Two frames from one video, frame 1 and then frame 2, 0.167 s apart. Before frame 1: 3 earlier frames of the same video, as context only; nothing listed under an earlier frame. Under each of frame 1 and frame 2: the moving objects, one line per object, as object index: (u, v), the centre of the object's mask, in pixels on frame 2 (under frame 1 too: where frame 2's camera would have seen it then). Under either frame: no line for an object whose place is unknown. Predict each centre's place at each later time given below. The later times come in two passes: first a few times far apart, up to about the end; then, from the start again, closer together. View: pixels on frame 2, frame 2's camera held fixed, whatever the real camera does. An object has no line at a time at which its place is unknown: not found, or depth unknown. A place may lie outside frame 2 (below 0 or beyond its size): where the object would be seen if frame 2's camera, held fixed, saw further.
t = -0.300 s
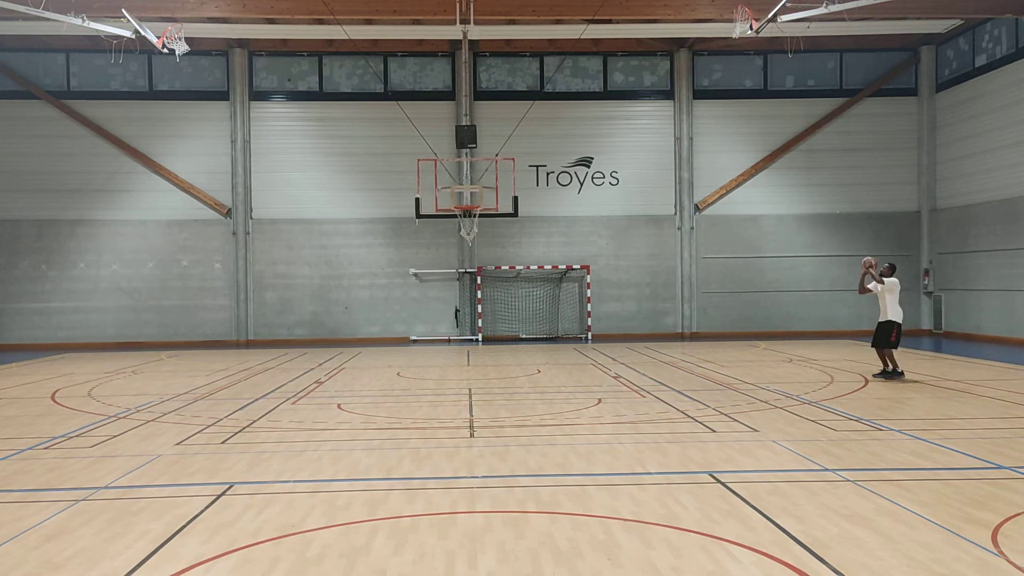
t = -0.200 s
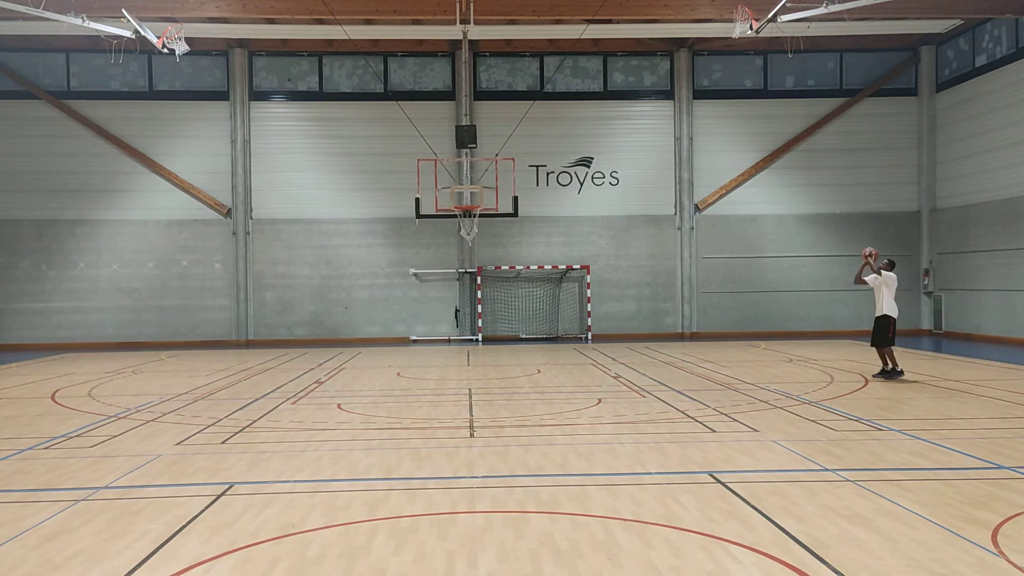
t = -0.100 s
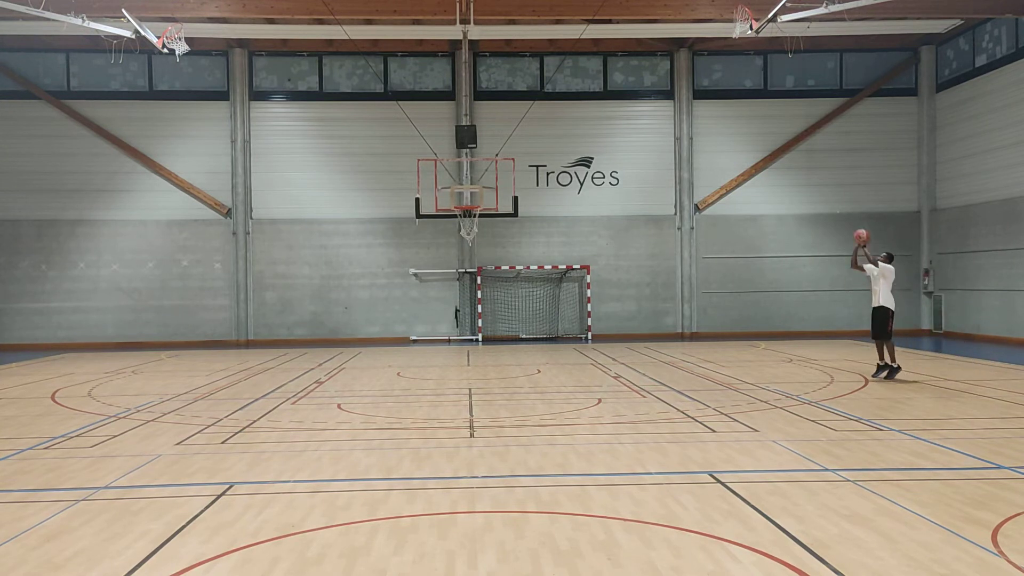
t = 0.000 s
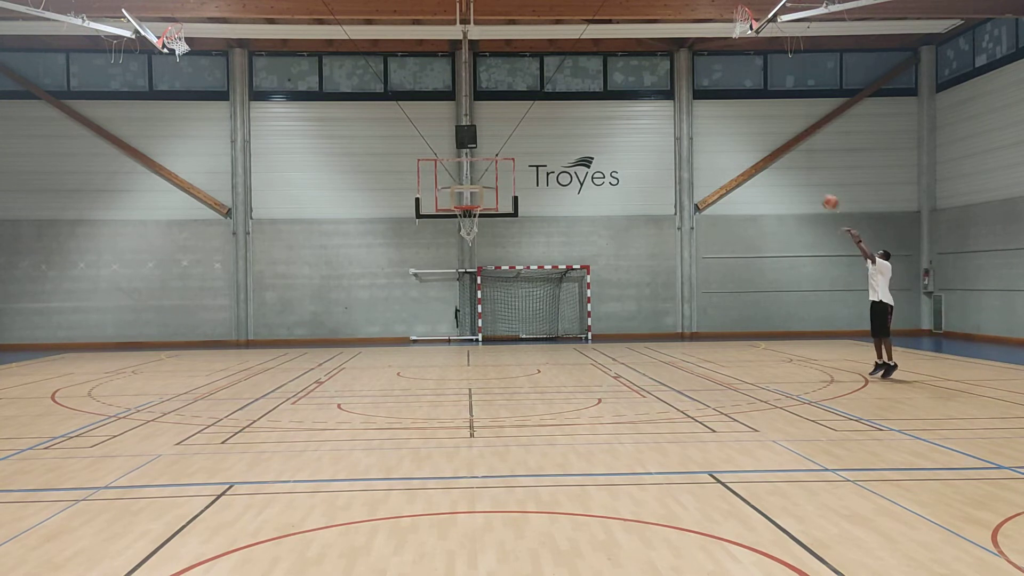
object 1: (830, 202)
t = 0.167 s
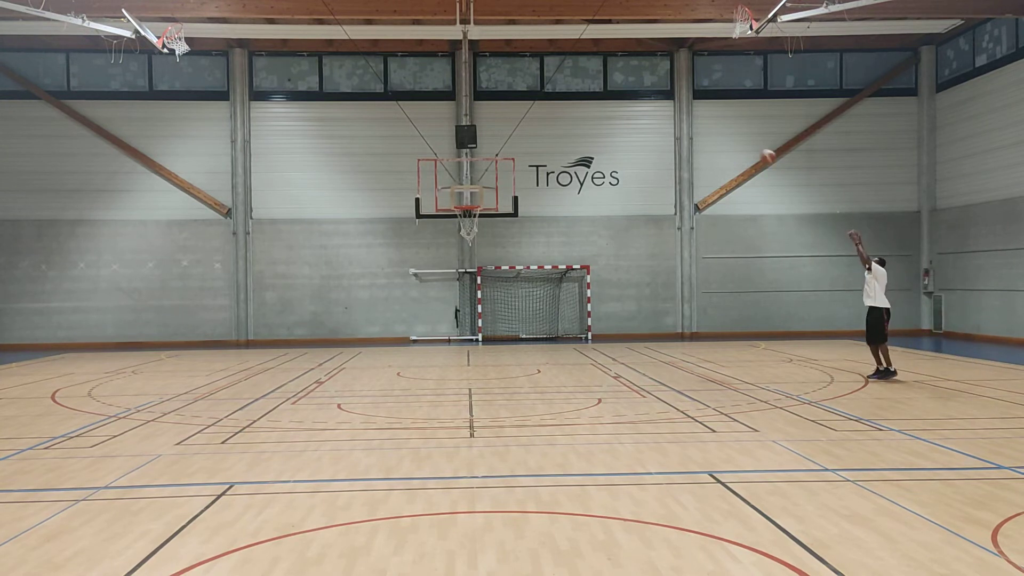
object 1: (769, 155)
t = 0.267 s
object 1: (732, 138)
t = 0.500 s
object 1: (653, 117)
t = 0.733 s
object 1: (579, 127)
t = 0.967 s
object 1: (510, 164)
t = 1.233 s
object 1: (448, 191)
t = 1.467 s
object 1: (403, 190)
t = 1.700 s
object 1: (357, 222)
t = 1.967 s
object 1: (301, 299)
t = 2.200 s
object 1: (253, 365)
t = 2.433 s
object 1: (206, 303)
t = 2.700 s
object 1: (151, 271)
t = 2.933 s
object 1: (100, 279)
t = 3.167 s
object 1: (48, 326)
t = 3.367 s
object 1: (5, 399)
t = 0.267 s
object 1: (732, 138)
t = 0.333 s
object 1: (708, 128)
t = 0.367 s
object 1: (697, 125)
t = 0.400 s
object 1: (686, 122)
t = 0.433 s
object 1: (675, 119)
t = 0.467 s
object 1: (664, 117)
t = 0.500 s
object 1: (653, 117)
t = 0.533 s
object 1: (641, 116)
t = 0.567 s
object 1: (631, 116)
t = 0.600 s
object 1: (620, 117)
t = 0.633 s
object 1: (609, 119)
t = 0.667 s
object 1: (599, 121)
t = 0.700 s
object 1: (588, 124)
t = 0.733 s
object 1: (579, 127)
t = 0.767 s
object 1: (568, 131)
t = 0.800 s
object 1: (558, 135)
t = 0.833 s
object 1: (548, 139)
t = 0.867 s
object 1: (538, 145)
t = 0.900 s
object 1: (529, 151)
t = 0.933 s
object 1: (519, 157)
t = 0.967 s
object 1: (510, 164)
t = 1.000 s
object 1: (501, 172)
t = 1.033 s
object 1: (492, 180)
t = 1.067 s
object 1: (482, 189)
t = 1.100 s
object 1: (474, 196)
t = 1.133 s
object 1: (465, 199)
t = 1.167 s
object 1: (460, 197)
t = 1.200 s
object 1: (454, 193)
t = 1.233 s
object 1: (448, 191)
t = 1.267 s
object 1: (442, 189)
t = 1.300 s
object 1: (436, 188)
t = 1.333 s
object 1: (430, 187)
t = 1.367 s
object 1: (423, 187)
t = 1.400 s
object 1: (416, 187)
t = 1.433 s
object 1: (410, 189)
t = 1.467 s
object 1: (403, 190)
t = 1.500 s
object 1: (397, 193)
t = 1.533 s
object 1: (391, 196)
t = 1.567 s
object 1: (384, 200)
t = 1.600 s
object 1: (377, 204)
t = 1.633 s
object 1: (370, 209)
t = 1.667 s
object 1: (363, 215)
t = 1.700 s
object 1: (357, 222)
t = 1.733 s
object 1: (350, 228)
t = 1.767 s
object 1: (343, 237)
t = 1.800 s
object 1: (337, 245)
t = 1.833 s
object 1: (330, 254)
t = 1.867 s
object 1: (322, 264)
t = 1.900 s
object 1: (316, 275)
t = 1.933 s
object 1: (308, 286)
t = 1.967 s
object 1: (301, 299)
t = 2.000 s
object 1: (294, 313)
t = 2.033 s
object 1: (287, 326)
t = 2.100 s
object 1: (272, 357)
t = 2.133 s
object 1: (266, 373)
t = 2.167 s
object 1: (258, 377)
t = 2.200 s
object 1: (253, 365)
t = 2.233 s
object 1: (246, 354)
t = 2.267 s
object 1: (239, 344)
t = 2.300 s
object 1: (232, 334)
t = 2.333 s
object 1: (226, 326)
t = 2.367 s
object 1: (220, 317)
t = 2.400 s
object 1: (213, 309)
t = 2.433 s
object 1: (206, 303)
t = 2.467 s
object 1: (200, 296)
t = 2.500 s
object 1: (193, 290)
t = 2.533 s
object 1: (186, 285)
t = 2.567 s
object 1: (179, 281)
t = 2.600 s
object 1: (172, 277)
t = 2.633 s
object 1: (165, 274)
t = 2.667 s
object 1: (158, 272)
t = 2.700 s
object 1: (151, 271)
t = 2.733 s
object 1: (144, 269)
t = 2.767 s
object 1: (137, 269)
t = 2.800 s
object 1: (130, 270)
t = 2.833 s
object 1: (122, 271)
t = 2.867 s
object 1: (115, 273)
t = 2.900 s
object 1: (108, 276)
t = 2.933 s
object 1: (100, 279)
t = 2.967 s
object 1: (93, 284)
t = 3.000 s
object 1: (86, 289)
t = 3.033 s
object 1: (78, 294)
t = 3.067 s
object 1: (71, 301)
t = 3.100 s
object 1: (63, 309)
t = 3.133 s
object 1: (56, 317)
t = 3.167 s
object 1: (48, 326)
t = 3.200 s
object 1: (41, 337)
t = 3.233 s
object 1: (33, 347)
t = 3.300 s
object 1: (18, 372)
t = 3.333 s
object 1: (10, 387)
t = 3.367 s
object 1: (5, 399)
